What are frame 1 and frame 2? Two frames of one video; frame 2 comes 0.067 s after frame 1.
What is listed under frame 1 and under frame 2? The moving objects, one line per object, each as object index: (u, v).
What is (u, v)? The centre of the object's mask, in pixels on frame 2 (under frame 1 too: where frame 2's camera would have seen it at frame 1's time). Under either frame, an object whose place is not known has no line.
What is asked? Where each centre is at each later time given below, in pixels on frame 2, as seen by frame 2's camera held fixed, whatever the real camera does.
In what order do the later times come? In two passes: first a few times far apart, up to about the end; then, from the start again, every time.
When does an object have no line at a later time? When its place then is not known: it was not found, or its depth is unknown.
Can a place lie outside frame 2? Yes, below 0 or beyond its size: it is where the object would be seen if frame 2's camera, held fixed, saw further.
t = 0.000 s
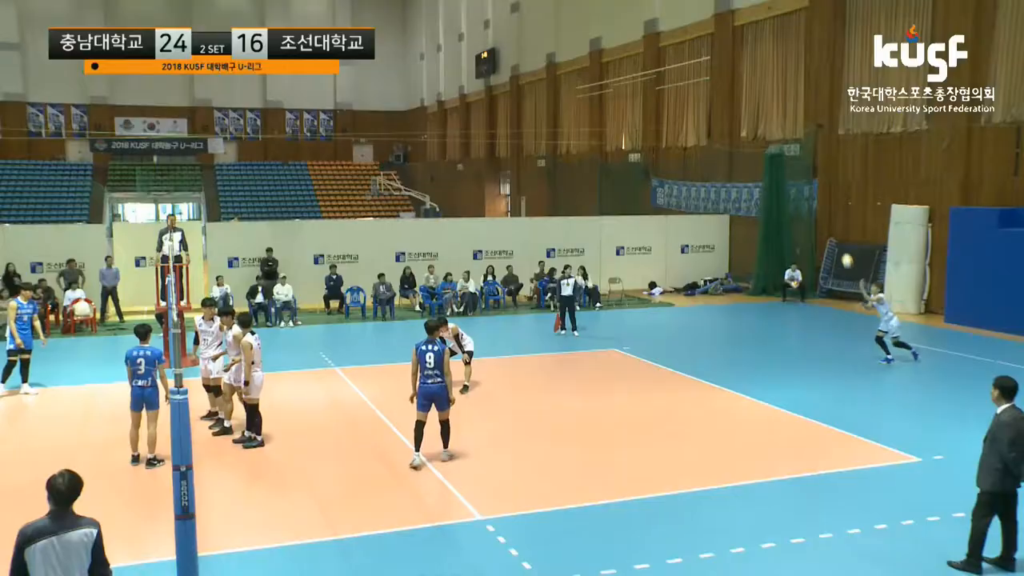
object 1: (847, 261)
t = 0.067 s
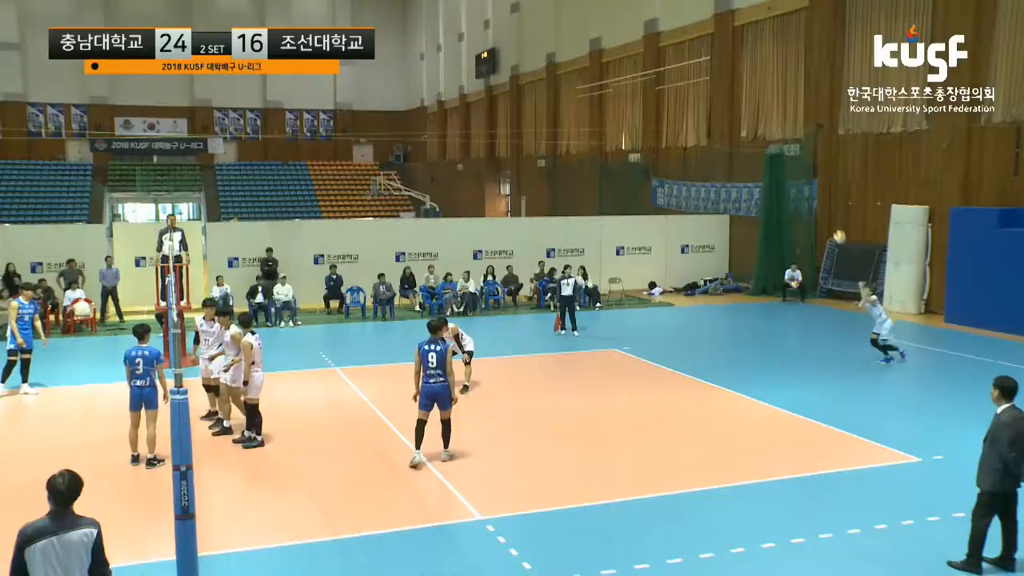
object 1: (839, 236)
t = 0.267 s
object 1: (815, 177)
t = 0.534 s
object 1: (781, 131)
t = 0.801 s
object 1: (745, 122)
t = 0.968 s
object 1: (723, 137)
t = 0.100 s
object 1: (835, 225)
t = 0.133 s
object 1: (831, 214)
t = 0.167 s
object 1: (827, 204)
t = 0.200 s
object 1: (823, 195)
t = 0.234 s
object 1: (819, 186)
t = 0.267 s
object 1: (815, 177)
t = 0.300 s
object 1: (811, 169)
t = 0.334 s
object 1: (807, 163)
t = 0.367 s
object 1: (803, 156)
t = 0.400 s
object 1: (798, 150)
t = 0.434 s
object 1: (794, 143)
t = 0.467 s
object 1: (790, 139)
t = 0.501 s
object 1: (786, 135)
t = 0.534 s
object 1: (781, 131)
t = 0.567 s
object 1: (777, 128)
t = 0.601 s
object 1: (772, 125)
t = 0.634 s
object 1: (768, 123)
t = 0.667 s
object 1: (763, 121)
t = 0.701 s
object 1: (759, 121)
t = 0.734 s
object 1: (754, 121)
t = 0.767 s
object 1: (750, 121)
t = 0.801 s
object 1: (745, 122)
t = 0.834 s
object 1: (740, 125)
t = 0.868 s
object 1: (736, 127)
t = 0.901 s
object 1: (732, 129)
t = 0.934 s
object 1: (727, 133)
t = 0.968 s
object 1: (723, 137)
